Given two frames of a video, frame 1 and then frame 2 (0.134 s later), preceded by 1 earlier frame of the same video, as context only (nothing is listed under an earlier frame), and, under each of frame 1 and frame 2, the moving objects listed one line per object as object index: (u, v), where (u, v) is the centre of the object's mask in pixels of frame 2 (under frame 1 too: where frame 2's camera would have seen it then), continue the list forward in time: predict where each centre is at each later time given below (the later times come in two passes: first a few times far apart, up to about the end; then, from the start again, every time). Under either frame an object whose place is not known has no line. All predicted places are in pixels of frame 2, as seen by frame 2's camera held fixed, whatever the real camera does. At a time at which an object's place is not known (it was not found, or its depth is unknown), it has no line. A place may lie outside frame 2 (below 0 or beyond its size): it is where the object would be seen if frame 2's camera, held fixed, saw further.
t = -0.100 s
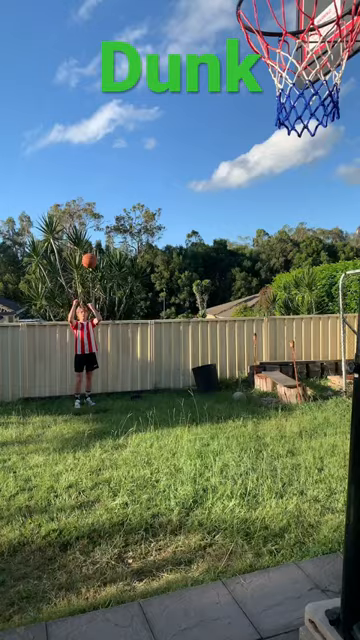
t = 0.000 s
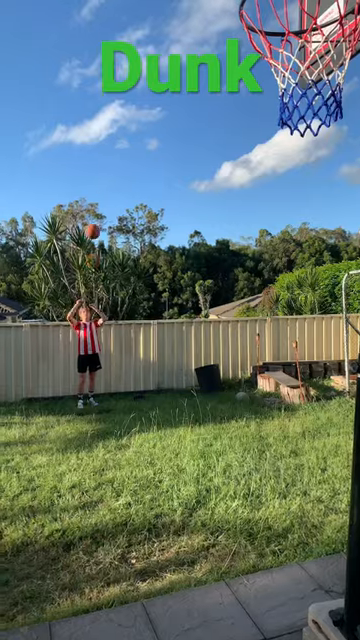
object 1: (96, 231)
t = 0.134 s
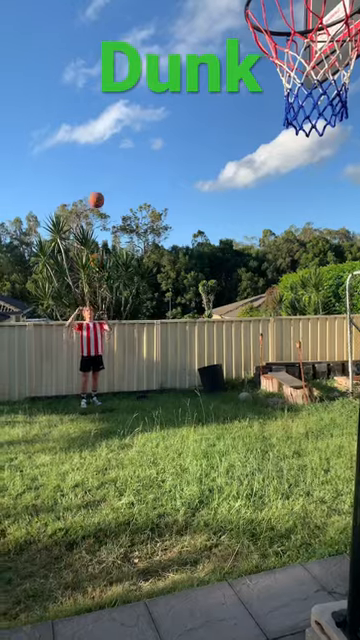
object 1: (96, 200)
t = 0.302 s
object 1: (96, 176)
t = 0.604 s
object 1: (98, 179)
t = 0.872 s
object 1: (100, 237)
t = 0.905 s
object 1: (99, 248)
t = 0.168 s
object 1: (96, 193)
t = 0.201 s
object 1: (96, 188)
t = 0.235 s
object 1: (96, 183)
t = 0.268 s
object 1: (97, 179)
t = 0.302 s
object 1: (96, 176)
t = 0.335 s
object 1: (97, 174)
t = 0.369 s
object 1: (97, 171)
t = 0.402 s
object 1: (97, 170)
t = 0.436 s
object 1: (97, 170)
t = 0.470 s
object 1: (97, 170)
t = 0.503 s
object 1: (98, 171)
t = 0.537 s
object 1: (98, 173)
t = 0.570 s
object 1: (98, 176)
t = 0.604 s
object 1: (98, 179)
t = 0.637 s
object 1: (98, 184)
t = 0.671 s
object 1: (99, 189)
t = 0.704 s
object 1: (99, 195)
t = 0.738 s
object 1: (98, 202)
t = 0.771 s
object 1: (99, 210)
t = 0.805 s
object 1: (99, 218)
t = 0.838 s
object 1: (99, 227)
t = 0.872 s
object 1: (100, 237)
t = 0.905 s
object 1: (99, 248)
